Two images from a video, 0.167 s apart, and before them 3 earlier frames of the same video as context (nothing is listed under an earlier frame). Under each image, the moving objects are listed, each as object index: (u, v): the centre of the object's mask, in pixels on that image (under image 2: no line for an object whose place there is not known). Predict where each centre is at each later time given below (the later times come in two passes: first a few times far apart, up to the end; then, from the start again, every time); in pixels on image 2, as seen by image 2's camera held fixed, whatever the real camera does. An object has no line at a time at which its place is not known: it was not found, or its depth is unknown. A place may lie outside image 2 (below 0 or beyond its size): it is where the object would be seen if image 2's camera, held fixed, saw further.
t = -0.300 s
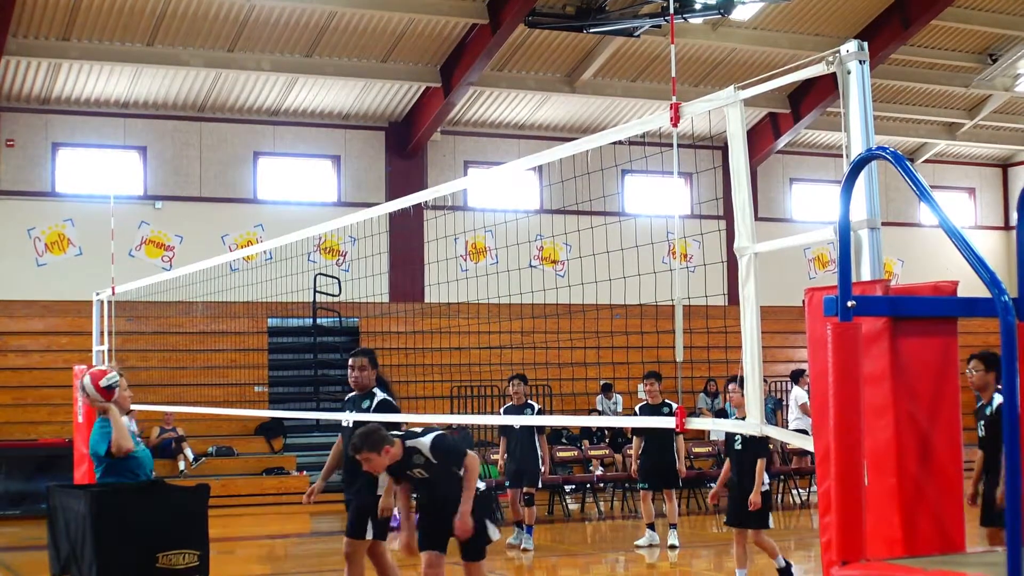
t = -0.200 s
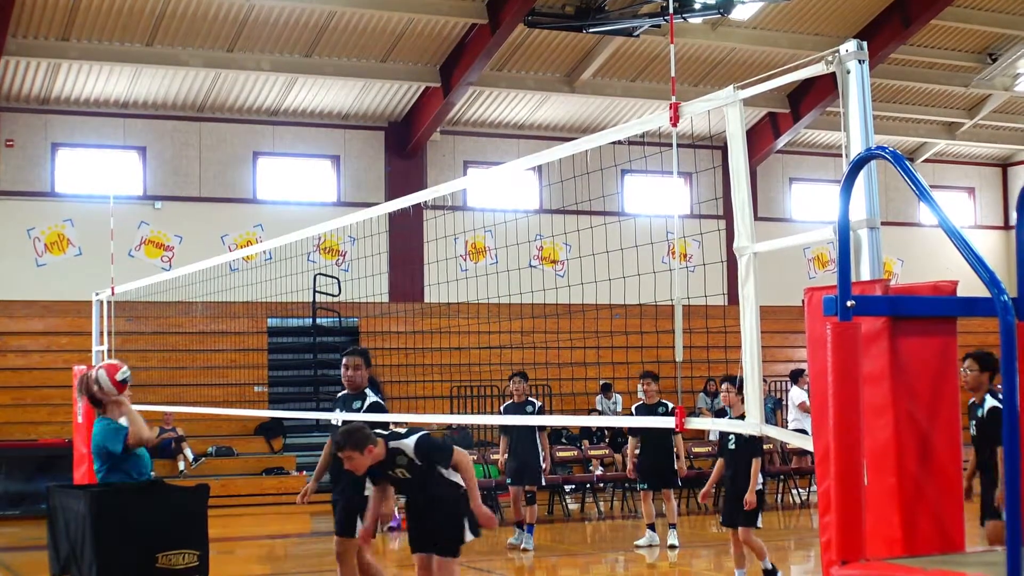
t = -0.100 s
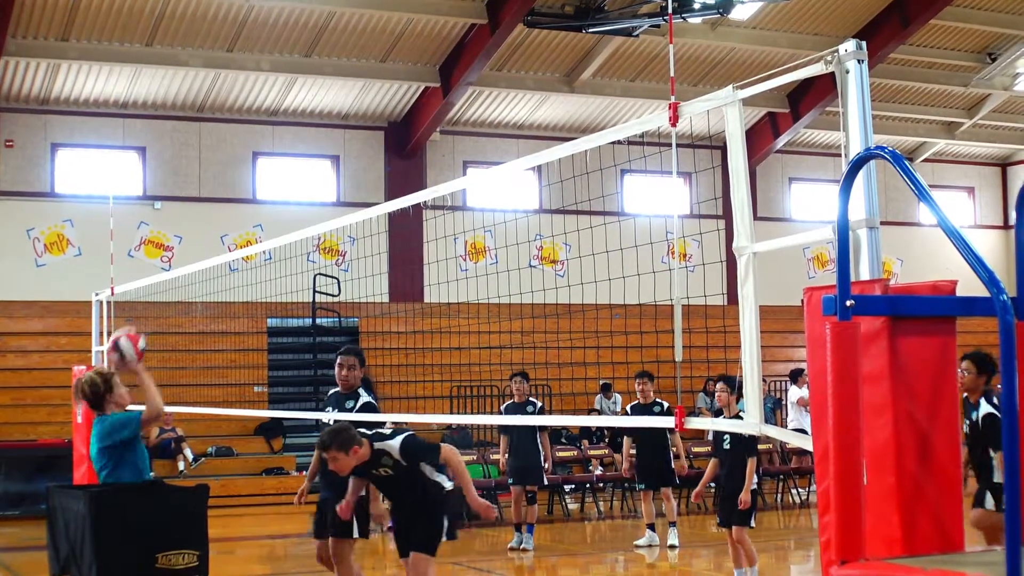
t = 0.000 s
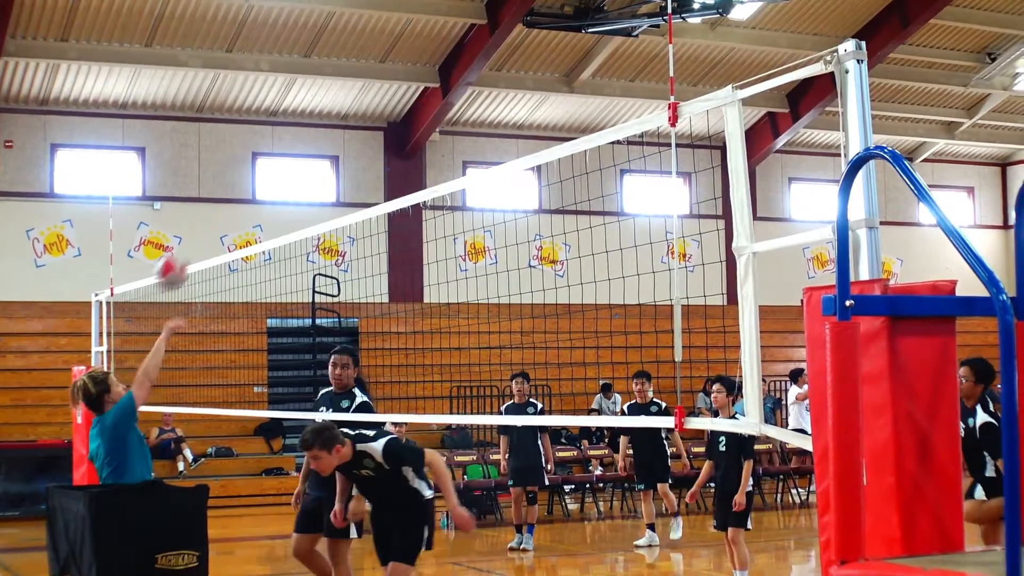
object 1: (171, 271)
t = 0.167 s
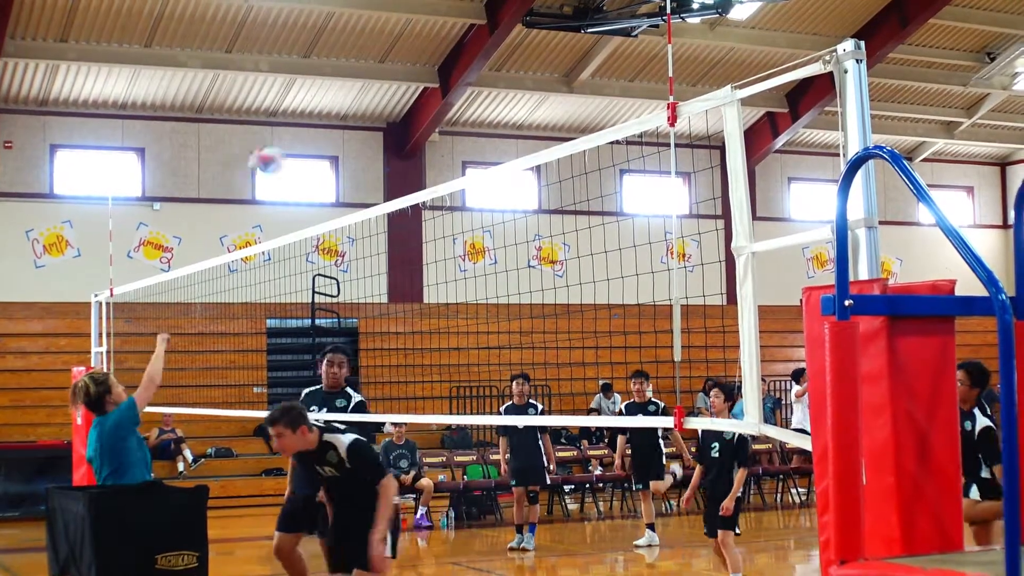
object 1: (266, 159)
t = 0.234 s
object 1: (303, 131)
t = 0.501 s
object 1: (435, 96)
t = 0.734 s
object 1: (531, 142)
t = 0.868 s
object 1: (587, 206)
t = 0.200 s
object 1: (287, 143)
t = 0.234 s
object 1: (303, 131)
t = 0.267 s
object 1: (321, 122)
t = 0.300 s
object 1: (337, 113)
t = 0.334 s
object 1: (356, 107)
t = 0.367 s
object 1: (372, 102)
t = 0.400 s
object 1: (388, 97)
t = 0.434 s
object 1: (404, 95)
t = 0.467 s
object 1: (420, 94)
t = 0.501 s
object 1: (435, 96)
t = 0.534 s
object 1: (449, 97)
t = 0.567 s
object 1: (463, 102)
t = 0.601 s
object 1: (478, 107)
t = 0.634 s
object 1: (492, 115)
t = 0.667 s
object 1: (506, 125)
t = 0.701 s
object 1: (519, 134)
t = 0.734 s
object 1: (531, 142)
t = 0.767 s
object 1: (546, 168)
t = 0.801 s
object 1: (563, 175)
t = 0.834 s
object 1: (574, 190)
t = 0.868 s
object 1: (587, 206)
